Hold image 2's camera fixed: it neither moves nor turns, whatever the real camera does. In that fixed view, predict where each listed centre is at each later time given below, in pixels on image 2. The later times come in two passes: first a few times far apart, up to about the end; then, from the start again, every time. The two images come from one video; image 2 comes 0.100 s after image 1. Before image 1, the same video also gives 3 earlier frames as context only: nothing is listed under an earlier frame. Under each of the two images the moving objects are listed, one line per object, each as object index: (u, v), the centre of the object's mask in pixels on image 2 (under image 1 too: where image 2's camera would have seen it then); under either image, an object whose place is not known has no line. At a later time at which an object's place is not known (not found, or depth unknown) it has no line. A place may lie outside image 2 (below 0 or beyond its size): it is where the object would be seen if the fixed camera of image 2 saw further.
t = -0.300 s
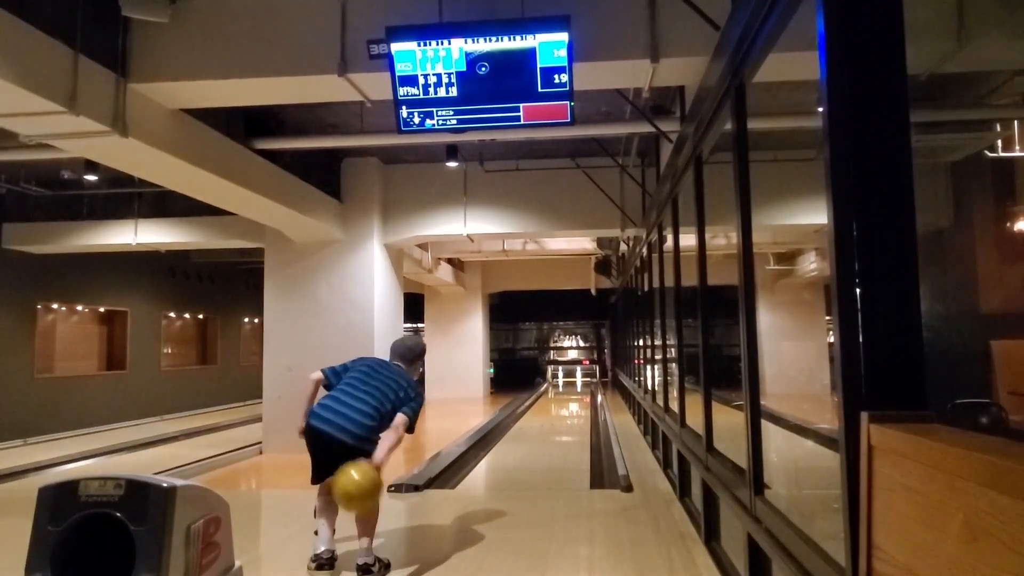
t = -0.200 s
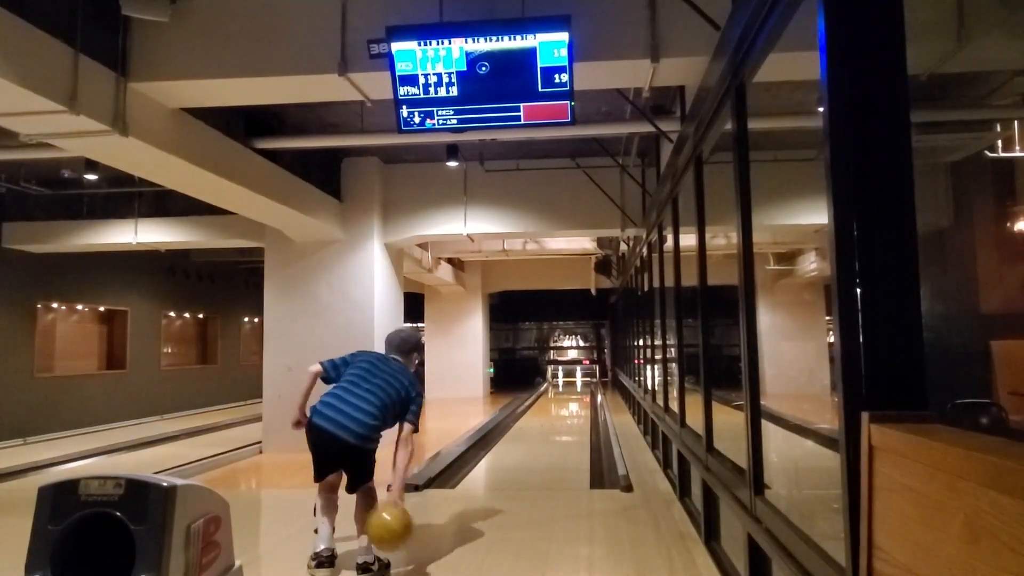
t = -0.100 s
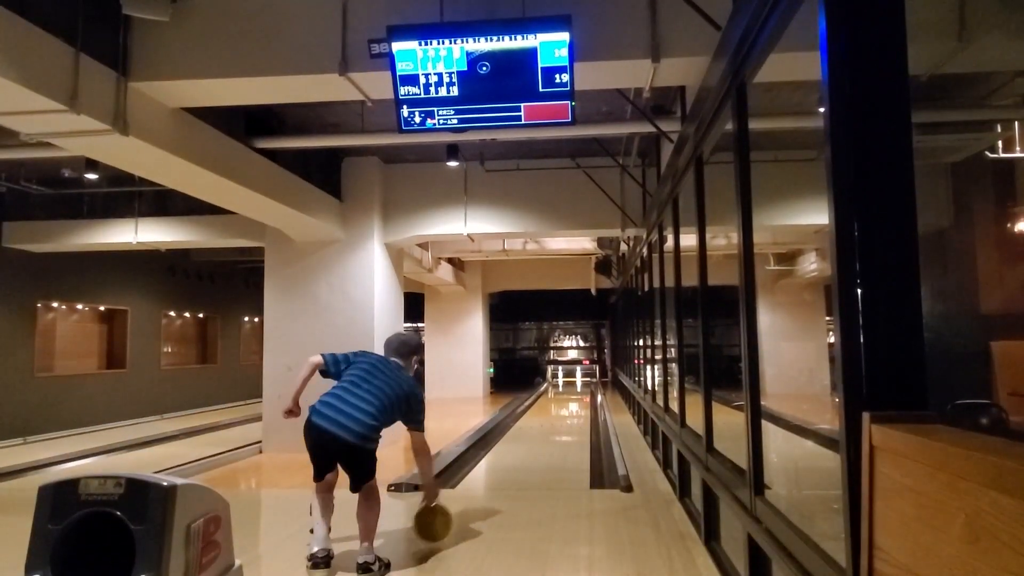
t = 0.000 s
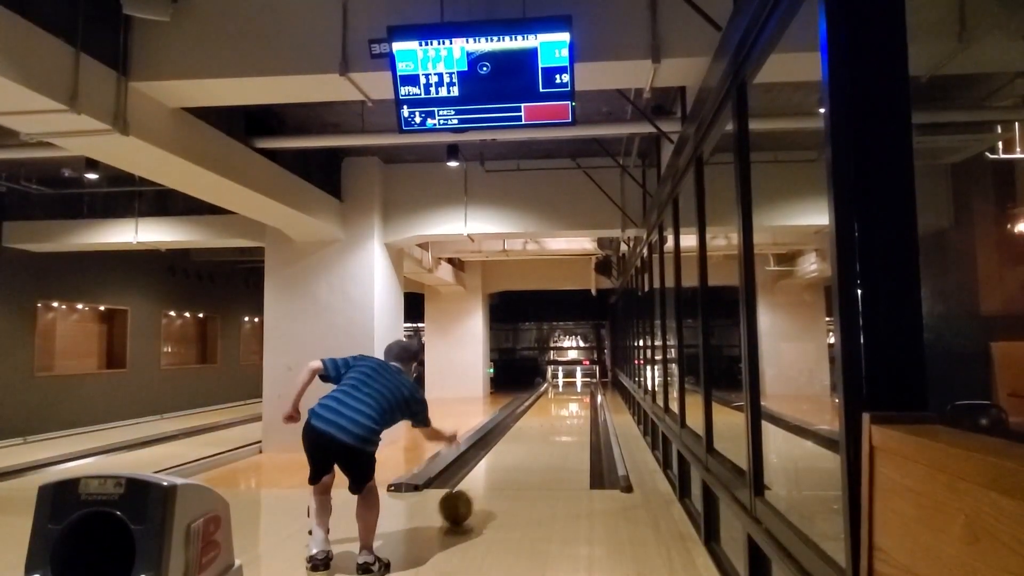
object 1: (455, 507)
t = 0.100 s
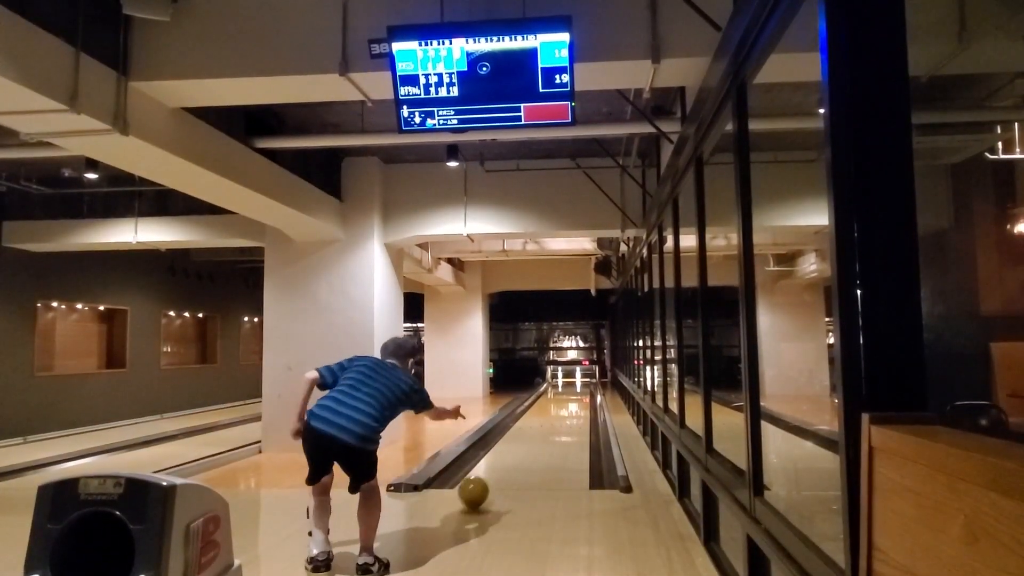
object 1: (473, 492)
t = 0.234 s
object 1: (492, 476)
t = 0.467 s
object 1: (517, 456)
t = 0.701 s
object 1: (534, 441)
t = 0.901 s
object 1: (545, 432)
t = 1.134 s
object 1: (557, 423)
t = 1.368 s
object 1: (565, 417)
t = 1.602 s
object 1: (573, 411)
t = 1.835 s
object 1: (579, 407)
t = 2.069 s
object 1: (584, 402)
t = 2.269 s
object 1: (587, 399)
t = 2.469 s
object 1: (591, 396)
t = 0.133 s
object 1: (478, 487)
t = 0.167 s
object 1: (483, 483)
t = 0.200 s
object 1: (488, 479)
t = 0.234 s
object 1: (492, 476)
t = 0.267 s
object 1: (497, 473)
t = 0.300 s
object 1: (500, 470)
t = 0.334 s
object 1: (504, 467)
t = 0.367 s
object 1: (507, 464)
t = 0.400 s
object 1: (511, 461)
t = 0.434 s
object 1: (514, 459)
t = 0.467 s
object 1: (517, 456)
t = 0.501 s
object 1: (520, 454)
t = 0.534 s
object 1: (522, 452)
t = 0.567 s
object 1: (525, 449)
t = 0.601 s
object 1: (527, 447)
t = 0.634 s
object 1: (530, 445)
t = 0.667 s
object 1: (532, 443)
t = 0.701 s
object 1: (534, 441)
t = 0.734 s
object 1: (536, 440)
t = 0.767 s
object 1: (538, 438)
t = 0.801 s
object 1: (540, 436)
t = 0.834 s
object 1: (542, 435)
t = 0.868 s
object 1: (544, 433)
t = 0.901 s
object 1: (545, 432)
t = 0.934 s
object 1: (547, 431)
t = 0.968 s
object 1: (549, 429)
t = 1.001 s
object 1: (550, 428)
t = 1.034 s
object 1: (552, 427)
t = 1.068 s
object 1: (553, 426)
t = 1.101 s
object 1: (555, 425)
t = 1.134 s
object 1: (557, 423)
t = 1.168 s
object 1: (558, 423)
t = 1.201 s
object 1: (559, 421)
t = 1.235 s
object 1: (561, 420)
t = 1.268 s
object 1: (562, 419)
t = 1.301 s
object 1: (563, 418)
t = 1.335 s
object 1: (565, 418)
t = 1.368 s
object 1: (565, 417)
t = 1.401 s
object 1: (567, 416)
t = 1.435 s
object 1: (568, 415)
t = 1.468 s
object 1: (569, 414)
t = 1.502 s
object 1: (570, 413)
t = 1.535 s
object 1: (571, 413)
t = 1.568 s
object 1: (572, 412)
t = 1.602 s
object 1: (573, 411)
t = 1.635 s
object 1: (574, 410)
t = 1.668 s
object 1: (574, 409)
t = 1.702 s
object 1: (575, 409)
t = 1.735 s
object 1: (576, 408)
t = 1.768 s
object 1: (578, 408)
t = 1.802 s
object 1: (578, 407)
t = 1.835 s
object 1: (579, 407)
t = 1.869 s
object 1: (580, 406)
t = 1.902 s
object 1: (581, 405)
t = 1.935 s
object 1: (582, 405)
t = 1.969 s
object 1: (582, 404)
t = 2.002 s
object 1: (583, 404)
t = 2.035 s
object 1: (584, 403)
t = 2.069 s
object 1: (584, 402)
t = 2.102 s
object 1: (585, 402)
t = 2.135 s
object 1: (585, 401)
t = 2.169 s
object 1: (585, 401)
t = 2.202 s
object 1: (586, 400)
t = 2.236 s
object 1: (587, 399)
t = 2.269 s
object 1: (587, 399)
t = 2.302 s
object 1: (588, 398)
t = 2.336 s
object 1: (588, 398)
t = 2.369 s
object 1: (588, 397)
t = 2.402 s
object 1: (589, 397)
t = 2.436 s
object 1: (590, 396)
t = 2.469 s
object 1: (591, 396)
